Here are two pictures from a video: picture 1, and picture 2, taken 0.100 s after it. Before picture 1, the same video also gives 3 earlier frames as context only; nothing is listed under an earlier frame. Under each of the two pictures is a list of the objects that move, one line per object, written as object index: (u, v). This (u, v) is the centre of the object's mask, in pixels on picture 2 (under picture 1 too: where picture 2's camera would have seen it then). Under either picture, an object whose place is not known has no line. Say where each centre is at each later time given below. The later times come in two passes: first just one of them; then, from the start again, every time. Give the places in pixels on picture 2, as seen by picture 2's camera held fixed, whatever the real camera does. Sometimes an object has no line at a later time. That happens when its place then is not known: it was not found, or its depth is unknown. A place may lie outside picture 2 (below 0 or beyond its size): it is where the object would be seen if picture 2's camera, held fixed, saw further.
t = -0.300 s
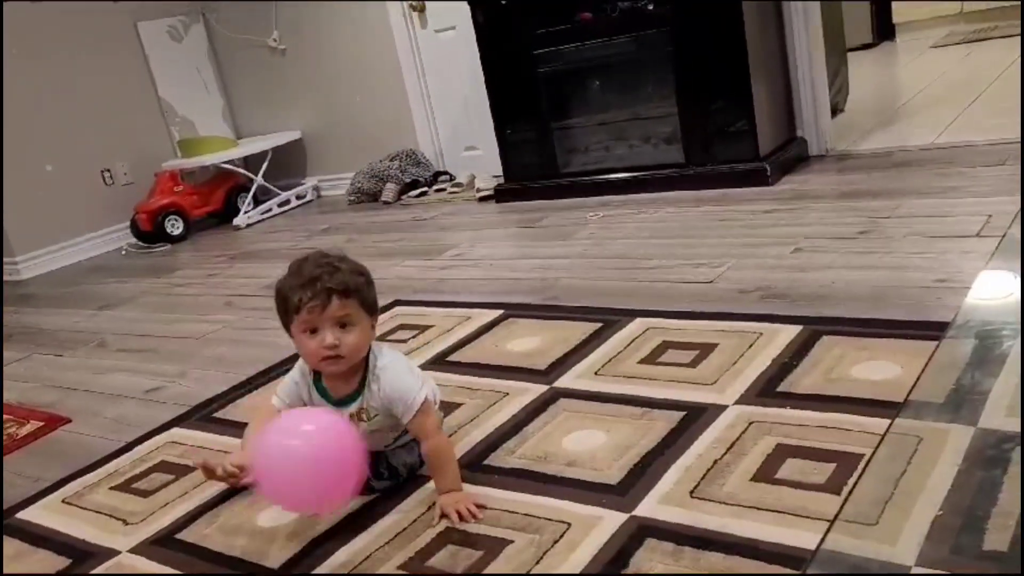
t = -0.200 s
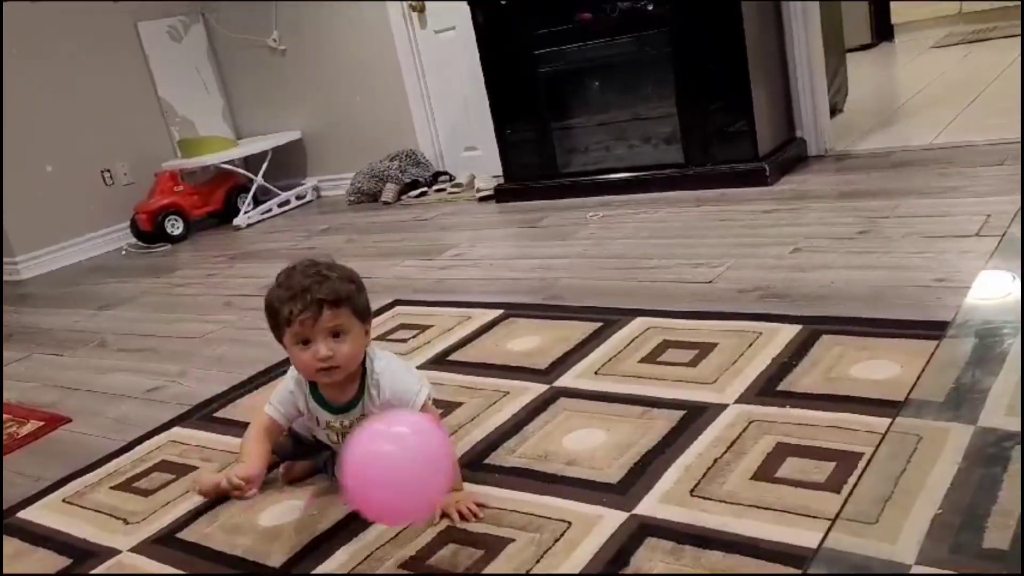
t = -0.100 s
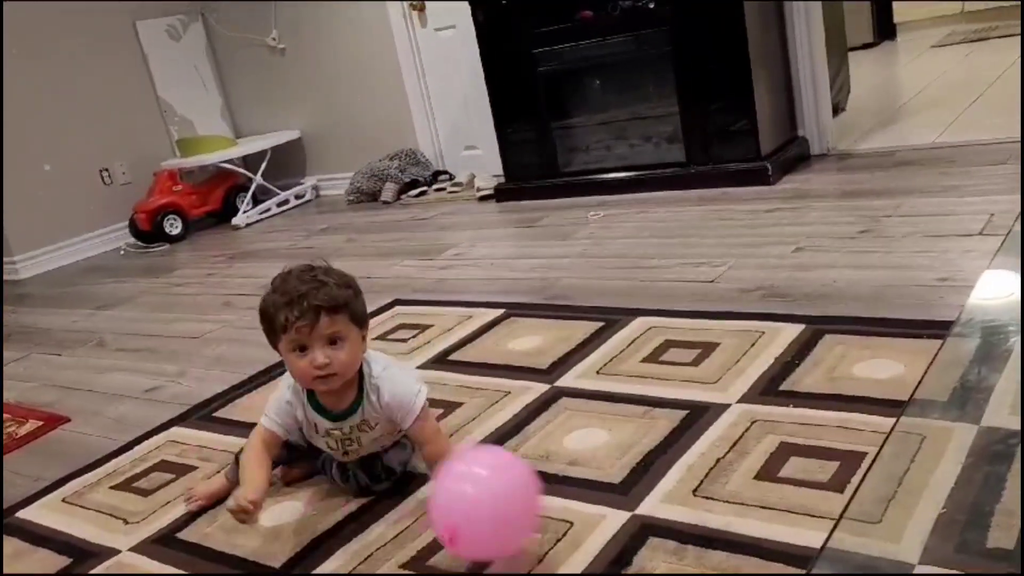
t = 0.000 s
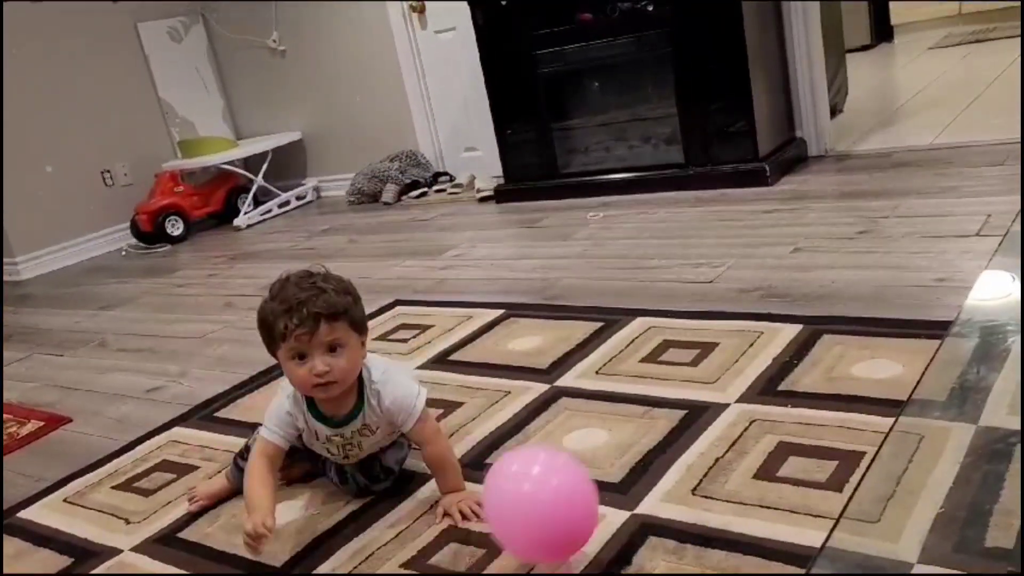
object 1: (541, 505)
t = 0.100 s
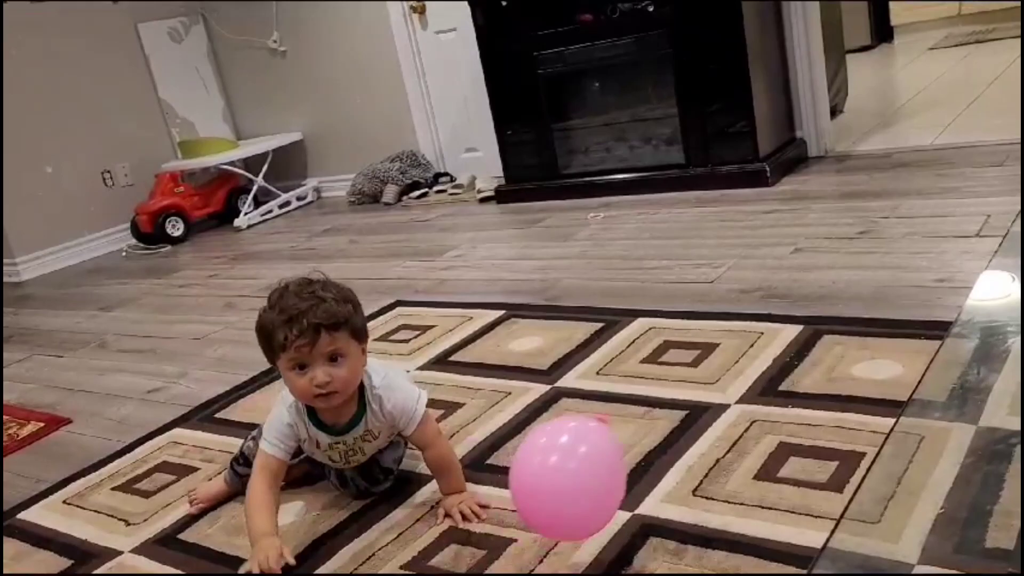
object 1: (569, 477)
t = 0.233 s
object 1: (603, 482)
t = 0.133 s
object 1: (577, 476)
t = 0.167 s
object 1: (584, 475)
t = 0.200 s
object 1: (593, 477)
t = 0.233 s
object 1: (603, 482)
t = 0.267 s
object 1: (612, 490)
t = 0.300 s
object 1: (624, 502)
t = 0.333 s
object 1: (634, 517)
